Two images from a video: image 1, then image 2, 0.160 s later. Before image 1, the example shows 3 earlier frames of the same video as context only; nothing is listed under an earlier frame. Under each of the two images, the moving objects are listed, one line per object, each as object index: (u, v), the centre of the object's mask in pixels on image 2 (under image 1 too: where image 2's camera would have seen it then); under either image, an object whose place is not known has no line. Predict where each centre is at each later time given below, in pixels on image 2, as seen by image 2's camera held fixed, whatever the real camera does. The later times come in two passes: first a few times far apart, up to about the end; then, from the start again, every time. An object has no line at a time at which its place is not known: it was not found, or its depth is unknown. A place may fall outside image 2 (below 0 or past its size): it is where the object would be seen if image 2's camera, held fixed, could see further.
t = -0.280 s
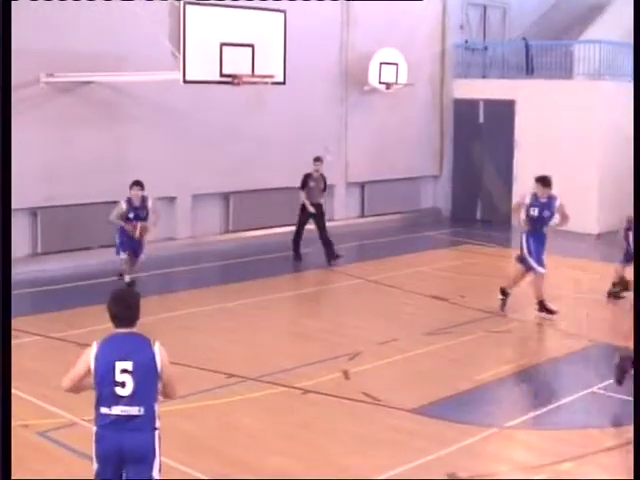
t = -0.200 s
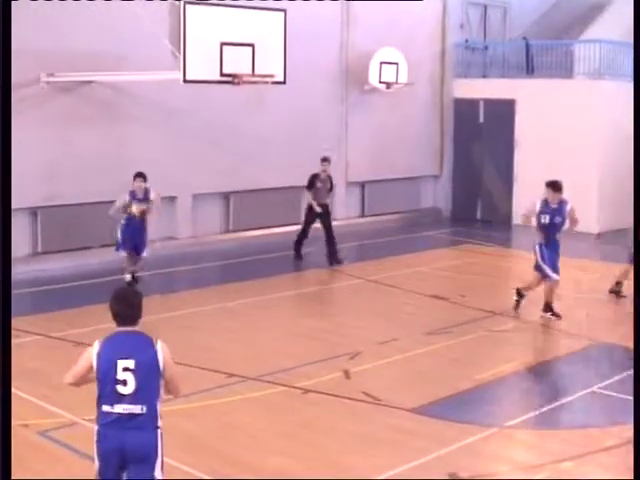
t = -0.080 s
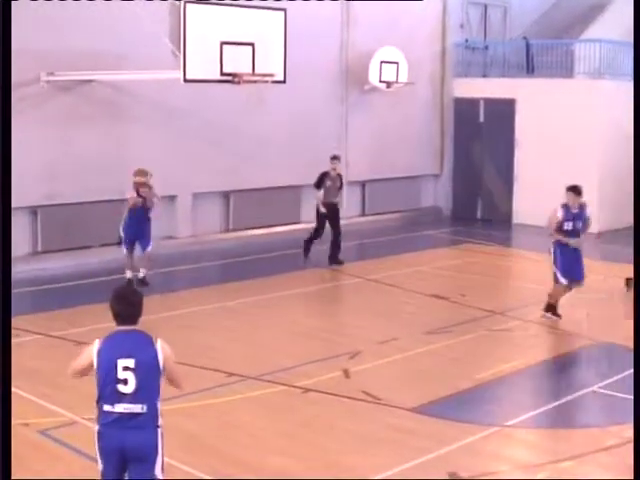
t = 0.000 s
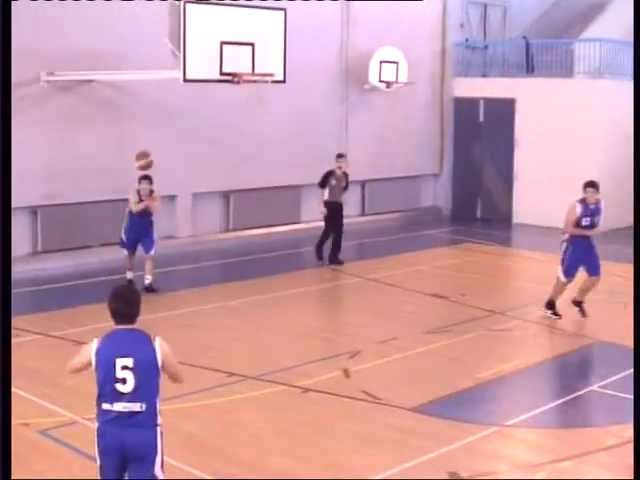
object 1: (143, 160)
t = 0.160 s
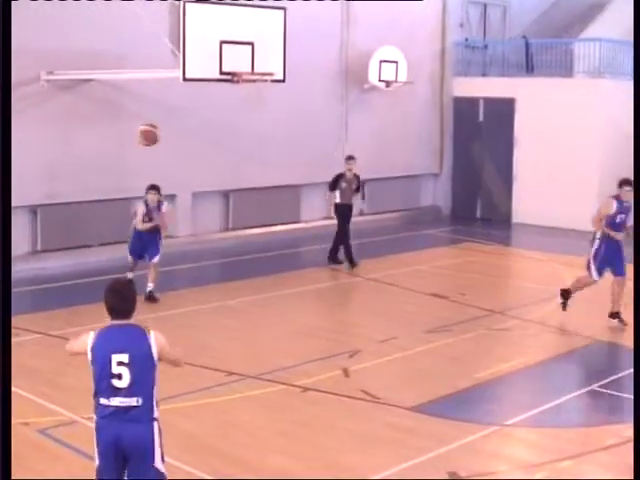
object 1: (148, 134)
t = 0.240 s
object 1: (152, 129)
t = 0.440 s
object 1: (163, 139)
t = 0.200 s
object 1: (150, 131)
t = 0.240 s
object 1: (152, 129)
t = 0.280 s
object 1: (154, 127)
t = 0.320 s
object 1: (155, 128)
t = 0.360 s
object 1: (159, 130)
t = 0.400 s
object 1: (161, 135)
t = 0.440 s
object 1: (163, 139)
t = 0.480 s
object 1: (165, 149)
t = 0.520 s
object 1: (168, 158)
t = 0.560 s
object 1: (172, 172)
